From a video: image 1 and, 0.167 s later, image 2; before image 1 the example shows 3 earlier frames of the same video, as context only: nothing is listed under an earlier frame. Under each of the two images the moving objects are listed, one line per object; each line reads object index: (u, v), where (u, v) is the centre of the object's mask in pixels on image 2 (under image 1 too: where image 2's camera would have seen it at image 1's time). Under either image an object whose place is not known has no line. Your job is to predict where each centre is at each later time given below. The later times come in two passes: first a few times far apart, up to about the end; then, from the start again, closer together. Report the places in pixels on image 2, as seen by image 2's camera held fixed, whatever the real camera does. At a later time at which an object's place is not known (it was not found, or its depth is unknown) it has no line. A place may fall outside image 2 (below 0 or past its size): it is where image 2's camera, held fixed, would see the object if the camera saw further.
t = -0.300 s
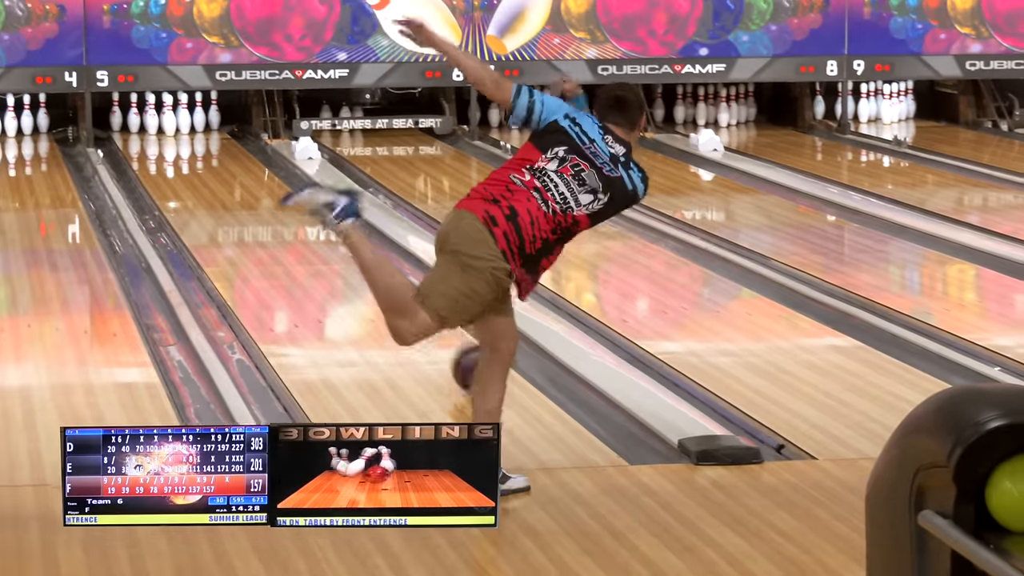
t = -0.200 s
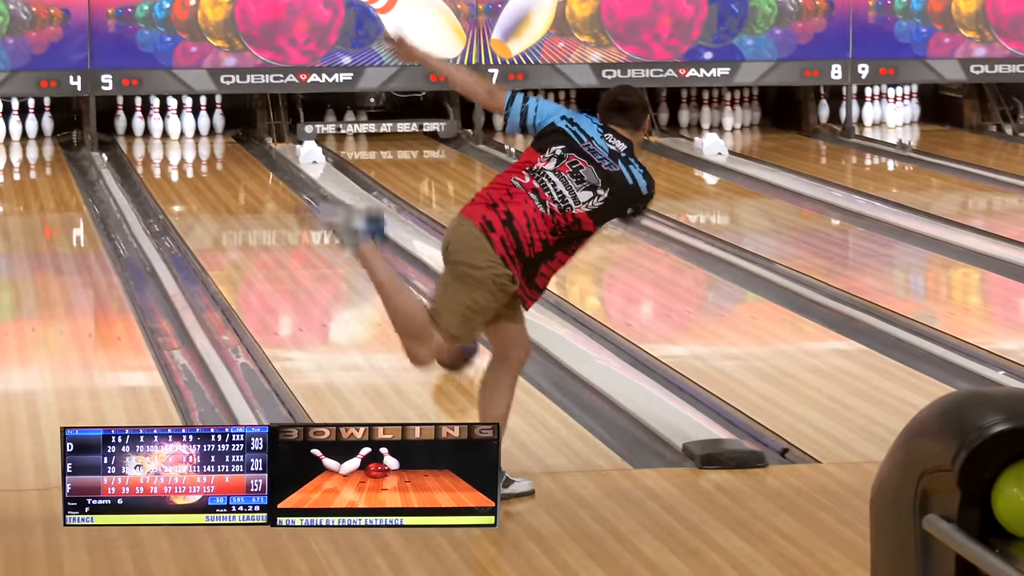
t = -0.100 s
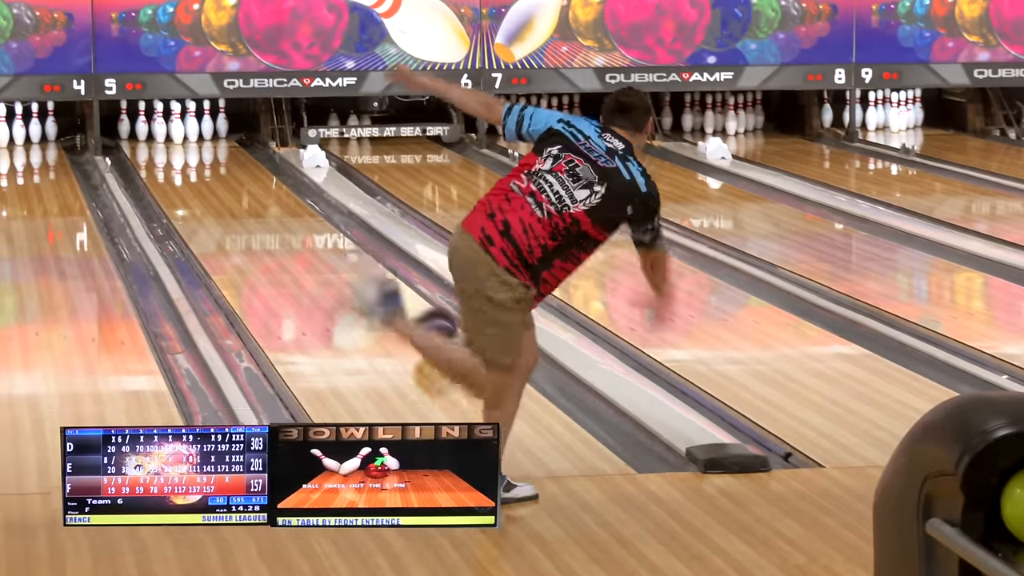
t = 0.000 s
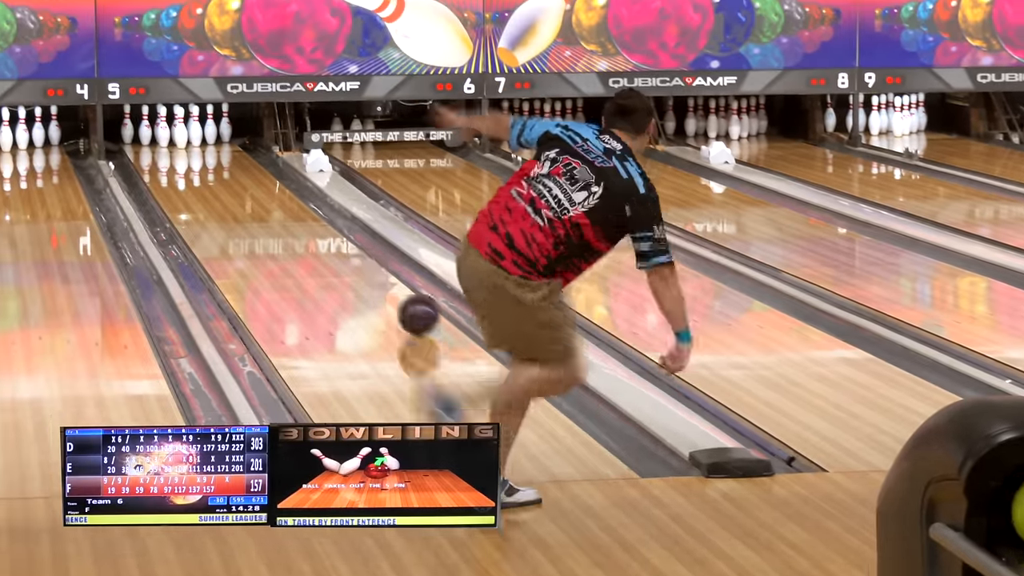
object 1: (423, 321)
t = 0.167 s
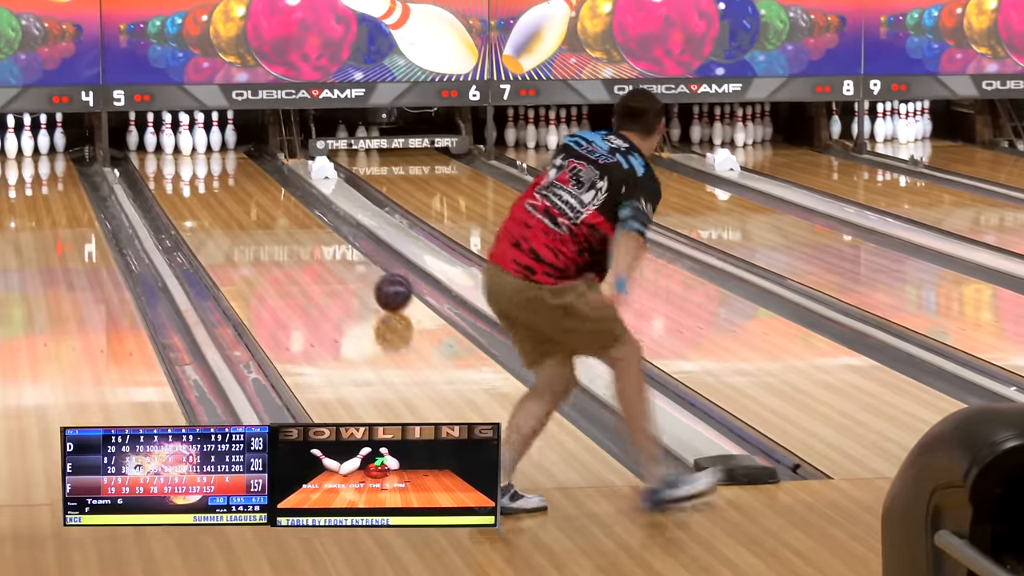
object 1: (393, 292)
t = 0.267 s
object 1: (377, 277)
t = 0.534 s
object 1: (339, 244)
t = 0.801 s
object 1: (307, 216)
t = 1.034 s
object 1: (282, 196)
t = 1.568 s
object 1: (224, 160)
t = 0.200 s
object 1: (387, 287)
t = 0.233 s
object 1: (382, 282)
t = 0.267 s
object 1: (377, 277)
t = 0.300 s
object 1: (372, 273)
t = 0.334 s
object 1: (367, 268)
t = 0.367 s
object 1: (362, 263)
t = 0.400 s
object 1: (357, 259)
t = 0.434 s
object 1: (353, 255)
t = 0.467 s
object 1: (348, 251)
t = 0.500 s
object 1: (344, 247)
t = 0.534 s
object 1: (339, 244)
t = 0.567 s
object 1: (335, 241)
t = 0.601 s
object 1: (331, 237)
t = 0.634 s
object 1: (327, 234)
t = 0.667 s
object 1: (323, 230)
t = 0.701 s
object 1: (319, 226)
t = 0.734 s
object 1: (315, 223)
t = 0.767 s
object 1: (311, 220)
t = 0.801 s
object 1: (307, 216)
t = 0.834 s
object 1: (303, 213)
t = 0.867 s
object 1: (300, 211)
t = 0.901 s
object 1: (296, 208)
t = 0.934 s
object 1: (292, 205)
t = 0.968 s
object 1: (289, 202)
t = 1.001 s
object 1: (285, 198)
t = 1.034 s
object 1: (282, 196)
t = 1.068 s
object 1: (278, 193)
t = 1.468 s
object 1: (241, 164)
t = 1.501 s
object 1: (236, 162)
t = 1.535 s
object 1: (231, 161)
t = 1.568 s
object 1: (224, 160)
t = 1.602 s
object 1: (219, 157)
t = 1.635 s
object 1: (215, 155)
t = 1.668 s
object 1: (211, 153)
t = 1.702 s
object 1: (206, 152)
